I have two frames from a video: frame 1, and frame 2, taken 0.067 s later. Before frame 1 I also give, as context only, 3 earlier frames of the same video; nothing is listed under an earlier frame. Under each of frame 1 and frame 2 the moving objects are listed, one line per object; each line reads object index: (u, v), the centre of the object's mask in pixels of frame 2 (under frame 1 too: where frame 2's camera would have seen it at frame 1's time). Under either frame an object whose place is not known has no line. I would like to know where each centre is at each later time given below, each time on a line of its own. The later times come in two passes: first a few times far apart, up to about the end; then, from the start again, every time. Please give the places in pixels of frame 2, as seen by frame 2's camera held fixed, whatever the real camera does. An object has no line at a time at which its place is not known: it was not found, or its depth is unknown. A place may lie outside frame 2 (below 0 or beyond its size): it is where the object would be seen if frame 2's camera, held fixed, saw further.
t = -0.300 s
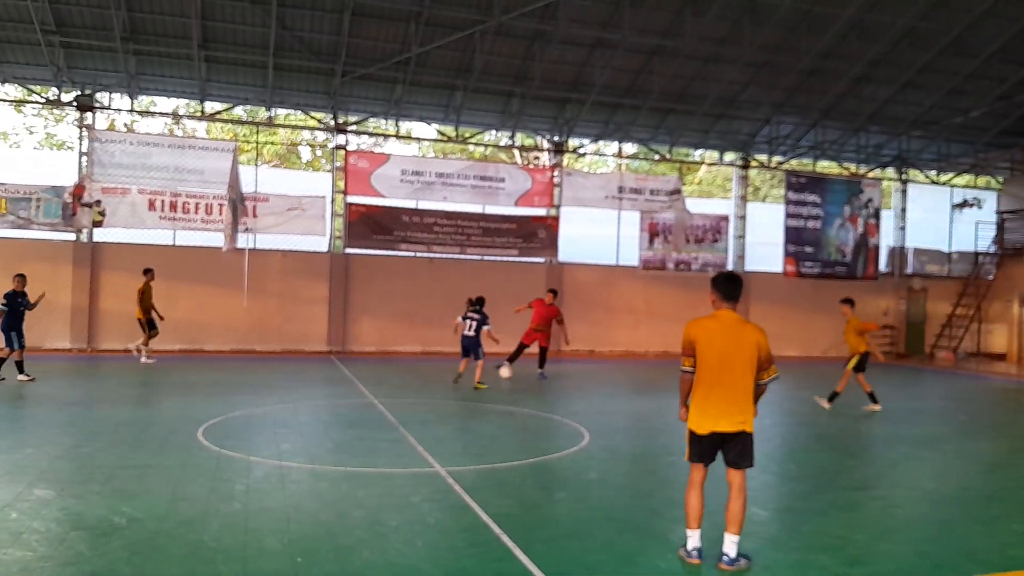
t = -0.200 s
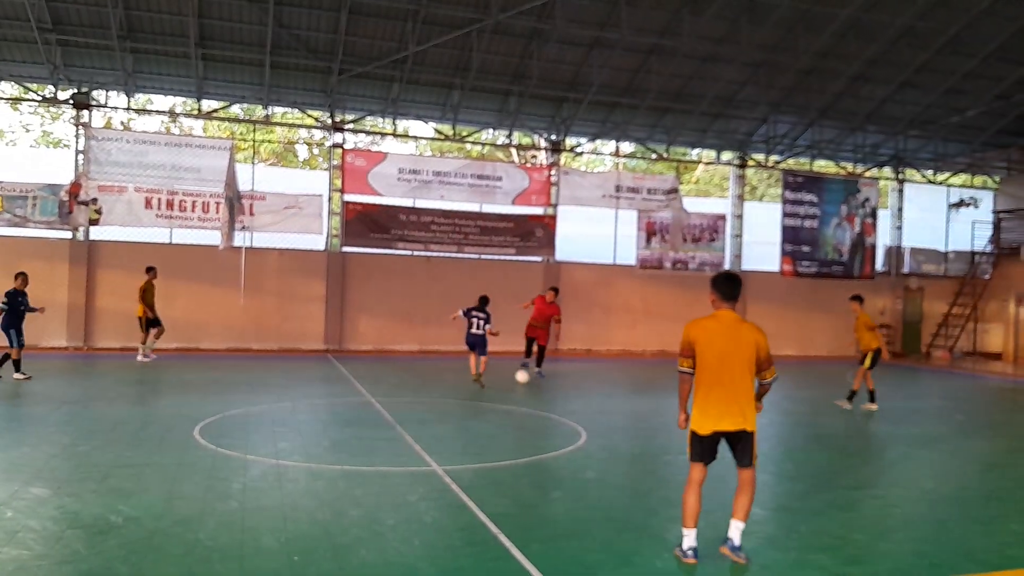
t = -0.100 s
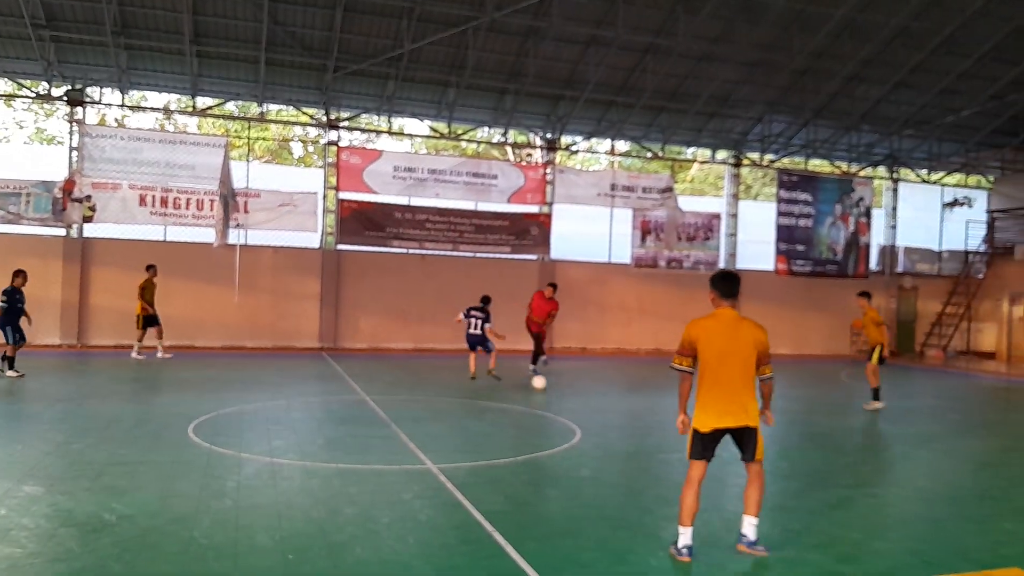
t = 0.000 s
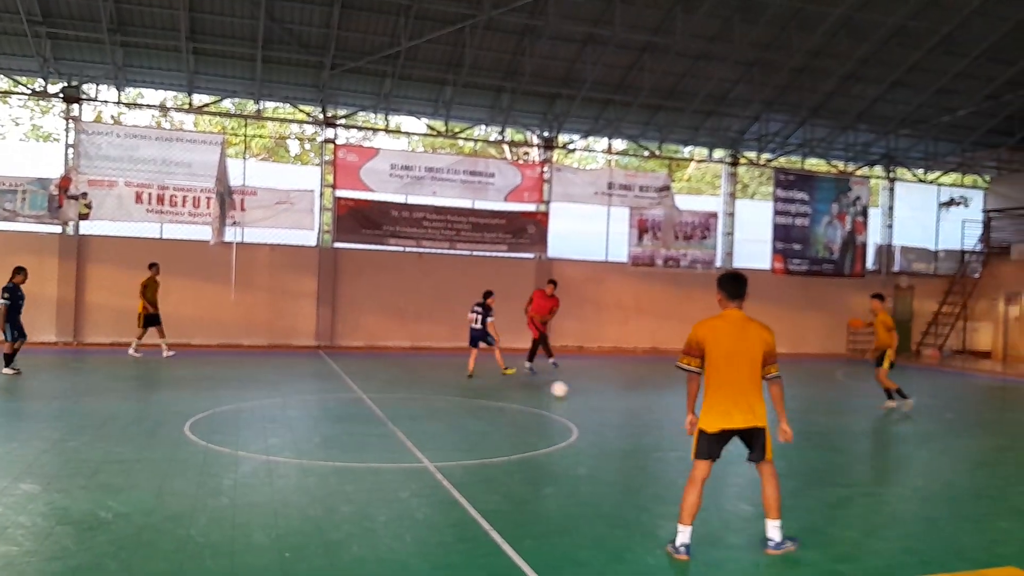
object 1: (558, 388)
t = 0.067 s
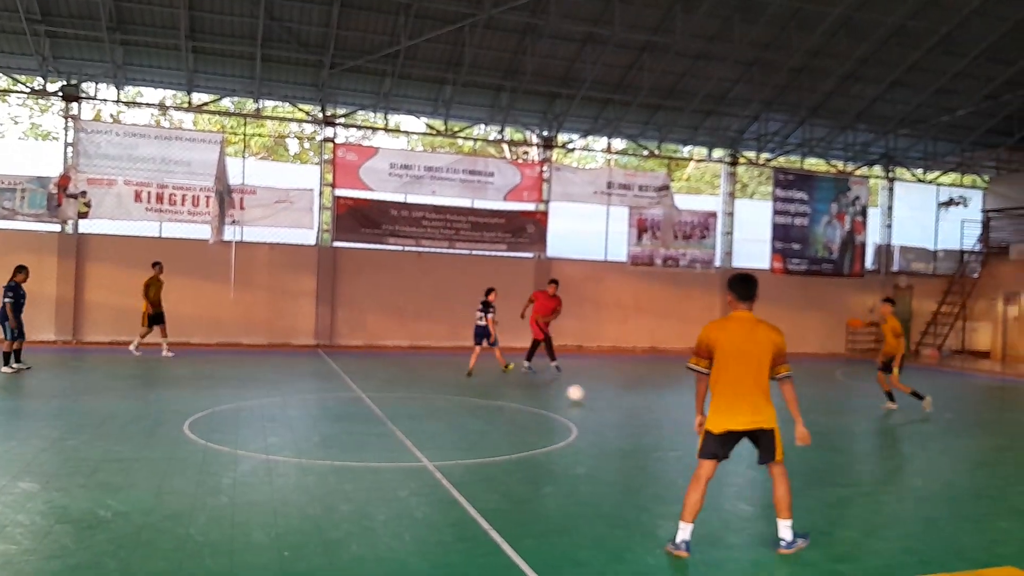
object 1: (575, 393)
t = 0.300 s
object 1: (640, 413)
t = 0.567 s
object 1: (740, 443)
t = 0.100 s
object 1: (584, 395)
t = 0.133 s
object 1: (593, 398)
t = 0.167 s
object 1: (603, 402)
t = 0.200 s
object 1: (611, 403)
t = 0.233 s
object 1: (621, 405)
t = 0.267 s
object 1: (631, 409)
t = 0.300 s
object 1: (640, 413)
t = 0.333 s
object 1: (652, 418)
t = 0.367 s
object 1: (662, 419)
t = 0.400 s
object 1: (674, 421)
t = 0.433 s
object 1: (686, 425)
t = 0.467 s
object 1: (698, 430)
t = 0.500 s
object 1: (710, 435)
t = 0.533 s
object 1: (726, 439)
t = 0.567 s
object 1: (740, 443)
